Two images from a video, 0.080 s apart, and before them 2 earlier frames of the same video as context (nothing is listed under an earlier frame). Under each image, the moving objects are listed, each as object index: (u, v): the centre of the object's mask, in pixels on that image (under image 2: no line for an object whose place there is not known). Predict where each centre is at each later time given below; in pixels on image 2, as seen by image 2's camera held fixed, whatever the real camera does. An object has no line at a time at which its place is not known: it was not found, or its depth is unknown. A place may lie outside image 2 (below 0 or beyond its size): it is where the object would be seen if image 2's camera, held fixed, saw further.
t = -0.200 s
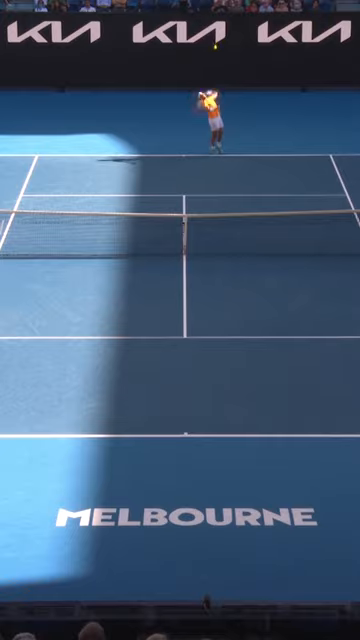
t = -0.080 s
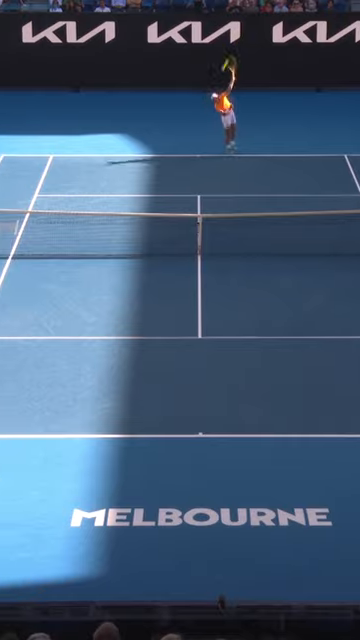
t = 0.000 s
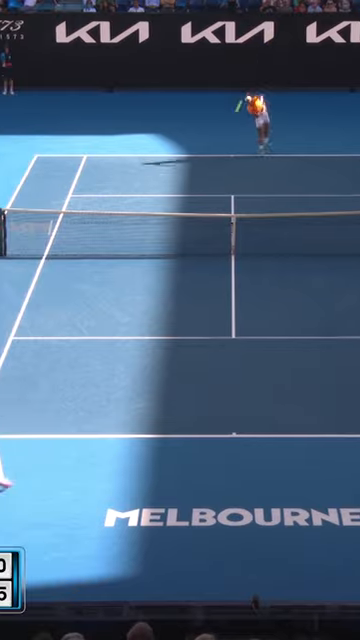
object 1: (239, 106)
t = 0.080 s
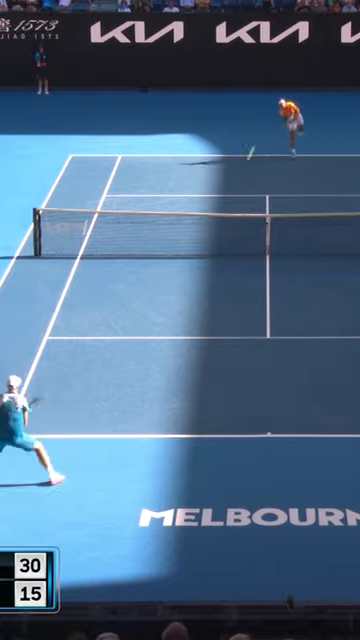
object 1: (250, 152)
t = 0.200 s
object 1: (211, 239)
